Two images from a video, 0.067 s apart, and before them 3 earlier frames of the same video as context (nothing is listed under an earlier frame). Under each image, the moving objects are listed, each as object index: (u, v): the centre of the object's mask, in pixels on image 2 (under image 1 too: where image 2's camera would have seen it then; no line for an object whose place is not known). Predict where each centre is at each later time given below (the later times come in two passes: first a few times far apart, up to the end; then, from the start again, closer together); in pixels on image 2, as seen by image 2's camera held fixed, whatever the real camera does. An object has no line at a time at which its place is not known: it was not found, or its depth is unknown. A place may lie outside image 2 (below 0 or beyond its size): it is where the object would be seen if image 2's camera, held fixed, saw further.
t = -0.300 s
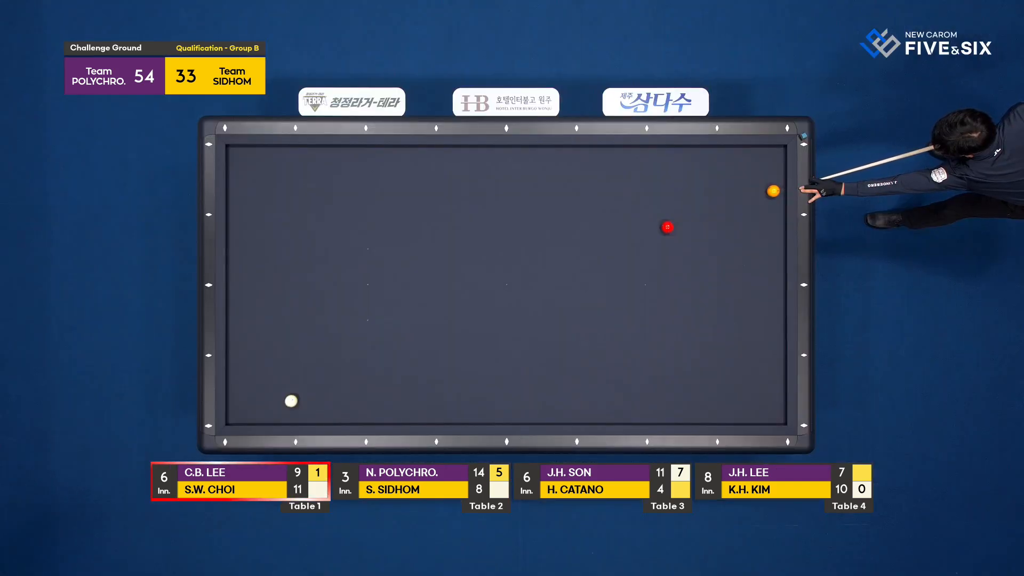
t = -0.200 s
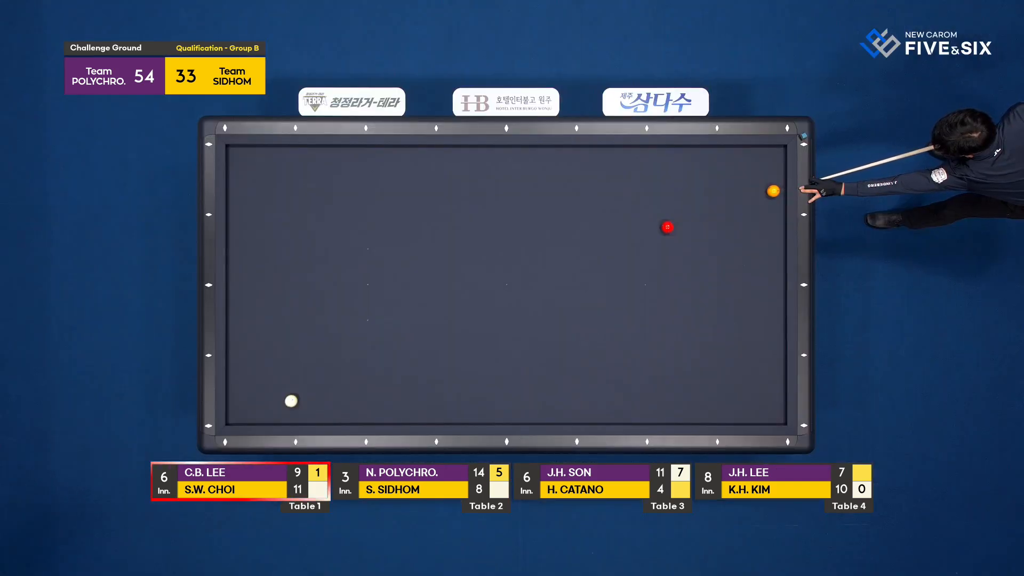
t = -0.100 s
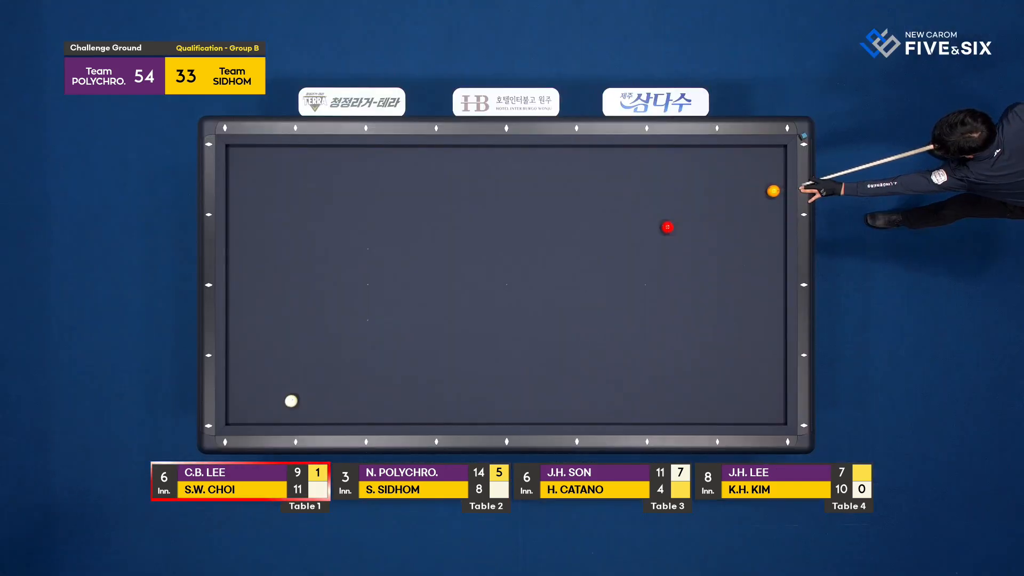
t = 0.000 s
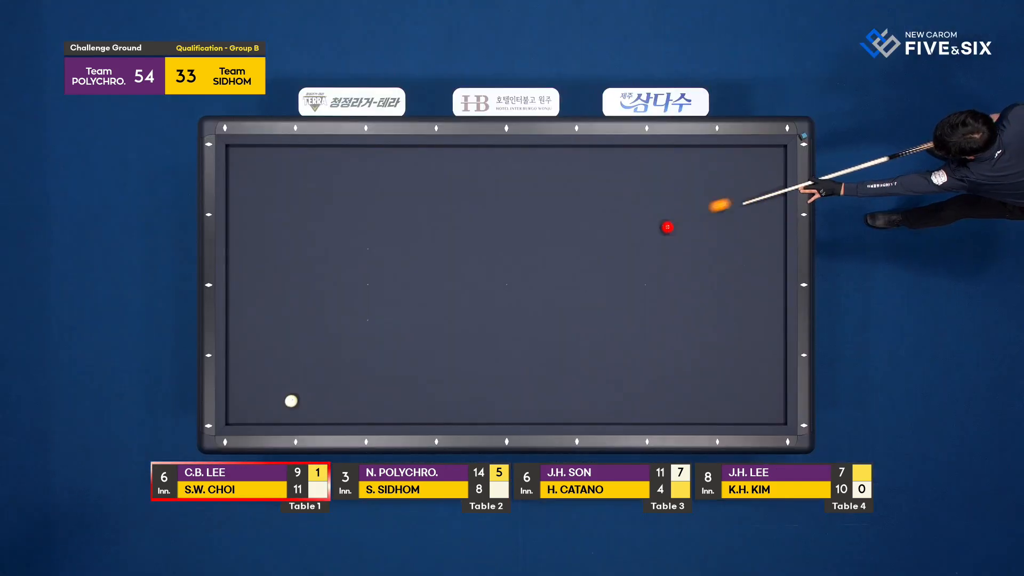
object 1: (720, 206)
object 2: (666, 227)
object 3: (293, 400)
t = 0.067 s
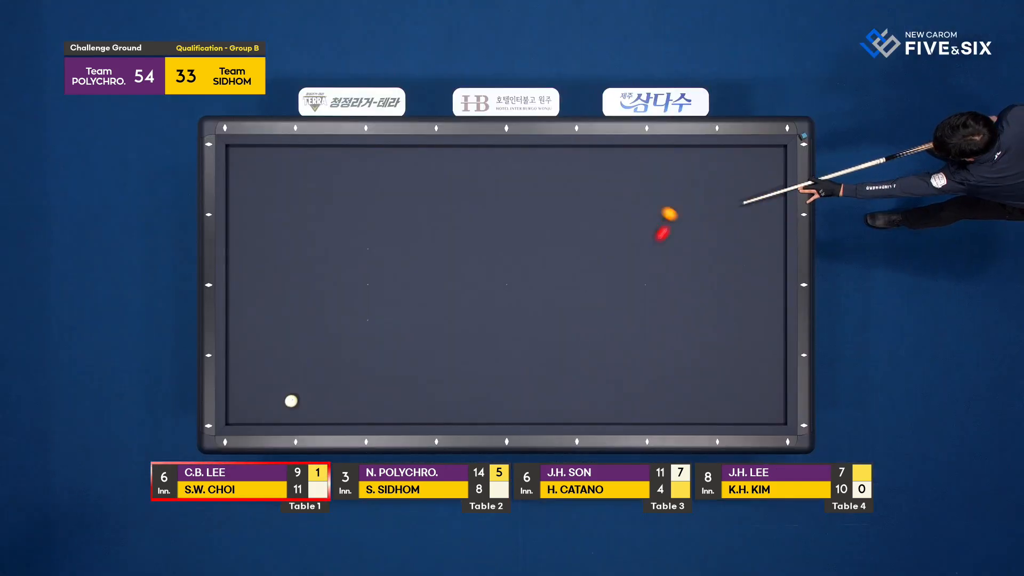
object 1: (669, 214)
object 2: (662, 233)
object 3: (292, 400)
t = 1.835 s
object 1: (454, 415)
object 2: (270, 180)
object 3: (292, 400)
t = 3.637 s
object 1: (739, 208)
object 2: (313, 299)
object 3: (292, 400)
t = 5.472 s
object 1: (536, 252)
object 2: (392, 386)
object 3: (292, 400)
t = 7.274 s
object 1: (365, 365)
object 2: (441, 404)
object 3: (292, 400)
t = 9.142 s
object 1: (266, 402)
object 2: (463, 385)
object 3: (272, 382)
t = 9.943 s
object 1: (251, 395)
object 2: (466, 382)
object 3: (262, 370)
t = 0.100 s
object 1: (655, 205)
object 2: (649, 250)
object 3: (292, 400)
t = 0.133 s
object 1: (641, 196)
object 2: (636, 267)
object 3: (292, 400)
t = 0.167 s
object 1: (627, 188)
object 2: (623, 283)
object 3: (292, 400)
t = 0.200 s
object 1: (612, 180)
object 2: (610, 299)
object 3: (292, 400)
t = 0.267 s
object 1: (584, 164)
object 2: (586, 329)
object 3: (292, 400)
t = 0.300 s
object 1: (569, 157)
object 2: (574, 344)
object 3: (292, 400)
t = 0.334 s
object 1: (554, 151)
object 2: (562, 359)
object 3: (292, 400)
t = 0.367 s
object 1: (540, 156)
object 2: (550, 373)
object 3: (292, 400)
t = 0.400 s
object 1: (524, 161)
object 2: (539, 387)
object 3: (292, 400)
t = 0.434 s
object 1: (509, 166)
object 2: (528, 401)
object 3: (292, 400)
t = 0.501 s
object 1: (479, 175)
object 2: (508, 414)
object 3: (292, 400)
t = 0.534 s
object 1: (464, 179)
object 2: (501, 403)
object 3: (292, 400)
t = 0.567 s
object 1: (449, 184)
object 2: (494, 393)
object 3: (292, 400)
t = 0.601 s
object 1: (433, 188)
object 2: (487, 383)
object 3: (292, 400)
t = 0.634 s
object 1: (418, 192)
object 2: (481, 373)
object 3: (292, 400)
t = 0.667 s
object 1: (403, 197)
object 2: (474, 364)
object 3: (292, 400)
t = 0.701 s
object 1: (388, 201)
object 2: (467, 355)
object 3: (292, 400)
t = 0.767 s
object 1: (358, 210)
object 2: (454, 338)
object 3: (292, 400)
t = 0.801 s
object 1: (342, 214)
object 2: (448, 331)
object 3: (292, 400)
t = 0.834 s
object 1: (327, 218)
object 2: (441, 323)
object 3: (292, 400)
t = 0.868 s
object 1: (312, 223)
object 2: (435, 316)
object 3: (292, 400)
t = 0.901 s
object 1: (297, 227)
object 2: (429, 308)
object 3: (292, 400)
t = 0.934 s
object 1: (282, 231)
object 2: (422, 301)
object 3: (292, 400)
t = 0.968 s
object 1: (267, 235)
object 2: (416, 294)
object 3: (292, 400)
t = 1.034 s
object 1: (237, 244)
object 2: (404, 279)
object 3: (292, 400)
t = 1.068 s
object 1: (237, 250)
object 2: (398, 272)
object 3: (292, 400)
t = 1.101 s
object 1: (250, 258)
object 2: (391, 265)
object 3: (292, 400)
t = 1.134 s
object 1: (262, 265)
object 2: (385, 258)
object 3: (292, 400)
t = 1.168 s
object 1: (274, 273)
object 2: (379, 251)
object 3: (292, 400)
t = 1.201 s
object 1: (286, 280)
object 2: (373, 244)
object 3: (292, 400)
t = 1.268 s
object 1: (308, 295)
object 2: (360, 229)
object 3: (292, 400)
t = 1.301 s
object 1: (318, 303)
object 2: (354, 222)
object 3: (292, 400)
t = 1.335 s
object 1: (329, 310)
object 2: (348, 215)
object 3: (292, 400)
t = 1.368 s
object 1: (339, 317)
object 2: (342, 208)
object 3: (292, 400)
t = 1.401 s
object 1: (348, 324)
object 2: (336, 201)
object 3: (292, 400)
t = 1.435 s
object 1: (357, 331)
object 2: (329, 193)
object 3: (292, 400)
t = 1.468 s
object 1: (366, 339)
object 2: (323, 187)
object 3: (292, 400)
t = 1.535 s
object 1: (383, 353)
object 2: (311, 172)
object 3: (292, 400)
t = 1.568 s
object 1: (391, 360)
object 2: (305, 165)
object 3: (292, 400)
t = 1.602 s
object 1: (399, 367)
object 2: (299, 158)
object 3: (292, 400)
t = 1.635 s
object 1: (407, 373)
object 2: (292, 151)
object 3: (292, 400)
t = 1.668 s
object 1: (415, 380)
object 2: (288, 155)
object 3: (292, 400)
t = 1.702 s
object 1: (423, 387)
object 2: (285, 161)
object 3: (292, 400)
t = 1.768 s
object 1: (438, 401)
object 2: (278, 171)
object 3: (292, 400)
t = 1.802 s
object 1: (446, 408)
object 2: (274, 176)
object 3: (292, 400)
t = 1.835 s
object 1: (454, 415)
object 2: (270, 180)
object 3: (292, 400)
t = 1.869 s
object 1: (462, 418)
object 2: (267, 184)
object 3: (292, 400)
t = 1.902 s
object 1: (469, 413)
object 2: (263, 188)
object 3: (292, 400)
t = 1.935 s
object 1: (477, 408)
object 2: (259, 191)
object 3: (292, 400)
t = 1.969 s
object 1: (484, 403)
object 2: (255, 194)
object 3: (292, 400)
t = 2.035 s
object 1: (499, 394)
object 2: (248, 201)
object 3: (292, 400)
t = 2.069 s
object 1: (507, 390)
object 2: (244, 204)
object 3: (292, 400)
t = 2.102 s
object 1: (514, 386)
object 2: (240, 207)
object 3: (292, 400)
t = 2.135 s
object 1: (522, 382)
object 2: (236, 211)
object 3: (292, 400)
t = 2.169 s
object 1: (529, 379)
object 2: (232, 214)
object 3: (292, 400)
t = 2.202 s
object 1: (537, 375)
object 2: (234, 216)
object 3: (292, 400)
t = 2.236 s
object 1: (544, 371)
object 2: (237, 218)
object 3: (292, 400)
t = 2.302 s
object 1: (559, 364)
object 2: (242, 222)
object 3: (292, 400)
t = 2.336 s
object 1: (566, 360)
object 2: (243, 224)
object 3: (292, 400)
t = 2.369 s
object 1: (573, 356)
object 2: (246, 226)
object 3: (292, 400)
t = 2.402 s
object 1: (581, 352)
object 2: (247, 228)
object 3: (292, 400)
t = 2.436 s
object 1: (588, 348)
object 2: (249, 230)
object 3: (292, 400)
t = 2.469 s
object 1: (596, 345)
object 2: (251, 232)
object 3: (292, 400)
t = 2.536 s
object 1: (610, 337)
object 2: (255, 236)
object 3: (292, 400)
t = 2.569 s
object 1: (617, 333)
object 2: (257, 238)
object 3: (292, 400)
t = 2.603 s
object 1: (625, 330)
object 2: (259, 240)
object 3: (292, 400)
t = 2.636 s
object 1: (632, 326)
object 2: (260, 242)
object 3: (292, 400)
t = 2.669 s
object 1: (639, 322)
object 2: (262, 244)
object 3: (292, 400)
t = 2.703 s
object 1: (646, 318)
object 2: (264, 246)
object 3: (292, 400)
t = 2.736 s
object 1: (654, 315)
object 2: (266, 248)
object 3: (292, 400)
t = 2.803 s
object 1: (668, 307)
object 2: (270, 252)
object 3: (292, 400)
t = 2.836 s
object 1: (675, 304)
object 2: (271, 254)
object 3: (292, 400)
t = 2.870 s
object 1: (683, 300)
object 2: (273, 256)
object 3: (292, 400)
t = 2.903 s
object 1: (690, 296)
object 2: (275, 258)
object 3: (292, 400)
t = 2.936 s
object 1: (697, 293)
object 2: (277, 260)
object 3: (292, 400)
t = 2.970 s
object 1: (704, 289)
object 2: (278, 262)
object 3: (292, 400)
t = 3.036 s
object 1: (719, 282)
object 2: (282, 266)
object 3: (292, 400)
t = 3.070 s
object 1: (726, 278)
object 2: (284, 268)
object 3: (292, 400)
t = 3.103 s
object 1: (733, 274)
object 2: (286, 270)
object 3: (292, 400)
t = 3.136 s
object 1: (740, 271)
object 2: (287, 272)
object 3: (292, 400)
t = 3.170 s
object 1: (747, 267)
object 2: (289, 274)
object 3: (292, 400)
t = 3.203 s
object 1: (754, 263)
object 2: (291, 275)
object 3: (292, 400)
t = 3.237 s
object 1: (761, 260)
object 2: (292, 277)
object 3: (292, 400)
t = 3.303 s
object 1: (776, 253)
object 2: (296, 281)
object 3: (292, 400)
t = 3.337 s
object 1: (780, 249)
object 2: (298, 283)
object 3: (292, 400)
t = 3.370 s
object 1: (774, 244)
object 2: (299, 285)
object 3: (292, 400)
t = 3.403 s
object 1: (769, 239)
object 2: (301, 287)
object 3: (292, 400)
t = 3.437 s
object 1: (764, 235)
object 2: (303, 288)
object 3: (292, 400)
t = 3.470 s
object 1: (759, 230)
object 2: (304, 290)
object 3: (292, 400)
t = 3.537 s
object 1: (750, 221)
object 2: (308, 294)
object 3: (292, 400)
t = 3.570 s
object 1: (747, 217)
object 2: (309, 295)
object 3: (292, 400)
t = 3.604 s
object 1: (743, 212)
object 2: (311, 297)
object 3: (292, 400)
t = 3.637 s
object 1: (739, 208)
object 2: (313, 299)
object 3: (292, 400)
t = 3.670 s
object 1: (735, 204)
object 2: (314, 301)
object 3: (292, 400)
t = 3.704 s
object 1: (731, 199)
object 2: (316, 303)
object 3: (292, 400)
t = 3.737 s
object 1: (727, 194)
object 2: (318, 304)
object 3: (292, 400)
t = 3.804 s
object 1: (720, 186)
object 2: (321, 308)
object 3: (292, 400)
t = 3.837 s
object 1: (716, 181)
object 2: (322, 309)
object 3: (292, 400)
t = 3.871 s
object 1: (712, 177)
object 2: (324, 311)
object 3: (292, 400)
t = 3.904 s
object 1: (708, 173)
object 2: (325, 313)
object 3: (292, 400)
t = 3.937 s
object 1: (704, 168)
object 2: (327, 315)
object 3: (292, 400)
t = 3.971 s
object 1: (701, 164)
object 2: (329, 316)
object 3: (292, 400)
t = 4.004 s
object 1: (697, 160)
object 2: (330, 318)
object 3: (292, 400)
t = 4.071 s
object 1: (690, 151)
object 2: (333, 321)
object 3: (292, 400)
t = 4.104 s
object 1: (685, 154)
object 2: (335, 323)
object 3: (292, 400)
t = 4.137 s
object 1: (682, 157)
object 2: (336, 325)
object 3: (292, 400)
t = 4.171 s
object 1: (678, 160)
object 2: (338, 326)
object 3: (292, 400)
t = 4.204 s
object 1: (674, 162)
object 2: (339, 328)
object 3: (292, 400)
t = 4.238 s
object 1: (670, 164)
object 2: (341, 330)
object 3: (292, 400)
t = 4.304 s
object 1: (662, 169)
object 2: (344, 333)
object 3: (292, 400)
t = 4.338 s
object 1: (659, 172)
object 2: (345, 335)
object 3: (292, 400)
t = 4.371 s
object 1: (655, 174)
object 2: (347, 337)
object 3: (292, 400)
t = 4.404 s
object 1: (651, 177)
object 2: (348, 338)
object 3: (292, 400)
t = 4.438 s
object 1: (647, 179)
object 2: (350, 339)
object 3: (292, 400)
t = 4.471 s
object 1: (643, 182)
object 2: (351, 341)
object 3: (292, 400)
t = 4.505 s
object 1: (640, 184)
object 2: (353, 343)
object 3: (292, 400)
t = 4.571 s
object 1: (632, 189)
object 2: (355, 346)
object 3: (292, 400)
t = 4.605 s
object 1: (629, 191)
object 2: (357, 347)
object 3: (292, 400)
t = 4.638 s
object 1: (625, 194)
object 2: (358, 349)
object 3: (292, 400)
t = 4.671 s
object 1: (621, 196)
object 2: (360, 351)
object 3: (292, 400)
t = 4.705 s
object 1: (618, 198)
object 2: (361, 352)
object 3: (292, 400)
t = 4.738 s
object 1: (614, 201)
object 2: (362, 354)
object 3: (292, 400)
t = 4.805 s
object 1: (607, 206)
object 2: (365, 357)
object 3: (292, 400)
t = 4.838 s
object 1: (603, 208)
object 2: (367, 358)
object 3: (292, 400)
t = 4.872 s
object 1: (599, 210)
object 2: (368, 360)
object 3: (292, 400)
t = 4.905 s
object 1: (596, 213)
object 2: (370, 361)
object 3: (292, 400)
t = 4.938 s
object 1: (592, 215)
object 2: (371, 363)
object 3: (292, 400)
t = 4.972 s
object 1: (589, 217)
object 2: (372, 364)
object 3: (292, 400)
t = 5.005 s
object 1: (585, 220)
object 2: (373, 366)
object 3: (292, 400)
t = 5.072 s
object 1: (578, 224)
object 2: (376, 369)
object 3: (292, 400)
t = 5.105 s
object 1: (575, 227)
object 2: (377, 370)
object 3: (292, 400)
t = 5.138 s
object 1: (571, 229)
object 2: (379, 372)
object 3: (292, 400)
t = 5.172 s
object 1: (568, 231)
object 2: (380, 373)
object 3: (292, 400)
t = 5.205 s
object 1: (564, 234)
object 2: (382, 375)
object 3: (292, 400)
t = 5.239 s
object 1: (560, 236)
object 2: (383, 376)
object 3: (292, 400)
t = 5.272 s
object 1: (557, 238)
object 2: (384, 378)
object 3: (292, 400)
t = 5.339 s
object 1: (550, 243)
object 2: (387, 380)
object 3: (292, 400)
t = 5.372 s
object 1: (546, 245)
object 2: (387, 382)
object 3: (292, 400)
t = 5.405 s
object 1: (543, 247)
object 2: (389, 383)
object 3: (292, 400)
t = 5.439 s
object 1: (540, 249)
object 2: (390, 385)
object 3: (292, 400)
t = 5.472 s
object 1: (536, 252)
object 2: (392, 386)
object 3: (292, 400)
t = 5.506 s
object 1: (533, 254)
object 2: (393, 387)
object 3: (292, 400)
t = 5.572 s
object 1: (526, 259)
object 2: (395, 390)
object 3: (292, 400)
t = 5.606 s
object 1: (523, 261)
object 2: (397, 392)
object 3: (292, 400)
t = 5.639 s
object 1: (519, 263)
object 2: (398, 393)
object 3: (292, 400)
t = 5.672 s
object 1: (516, 265)
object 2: (399, 394)
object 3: (292, 400)
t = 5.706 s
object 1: (512, 268)
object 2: (400, 396)
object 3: (292, 400)
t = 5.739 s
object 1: (509, 270)
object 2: (401, 397)
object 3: (292, 400)
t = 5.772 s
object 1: (506, 272)
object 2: (403, 398)
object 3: (292, 400)
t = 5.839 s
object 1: (499, 277)
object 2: (405, 401)
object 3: (292, 400)
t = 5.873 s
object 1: (496, 279)
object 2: (406, 402)
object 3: (292, 400)
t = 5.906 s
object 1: (493, 281)
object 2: (407, 404)
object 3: (292, 400)
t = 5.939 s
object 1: (489, 283)
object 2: (408, 405)
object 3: (292, 400)
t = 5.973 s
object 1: (486, 285)
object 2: (409, 406)
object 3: (292, 400)
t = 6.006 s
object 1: (483, 287)
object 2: (411, 407)
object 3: (292, 400)
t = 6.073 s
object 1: (476, 292)
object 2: (413, 410)
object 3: (292, 400)
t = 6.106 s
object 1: (473, 294)
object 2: (414, 411)
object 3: (292, 400)
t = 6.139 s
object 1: (469, 296)
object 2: (415, 413)
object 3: (292, 400)
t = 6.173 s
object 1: (466, 298)
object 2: (416, 414)
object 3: (292, 400)
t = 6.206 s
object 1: (463, 300)
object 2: (417, 415)
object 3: (292, 400)
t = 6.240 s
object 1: (460, 303)
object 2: (418, 416)
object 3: (292, 400)
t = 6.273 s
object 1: (457, 305)
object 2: (419, 417)
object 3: (292, 400)
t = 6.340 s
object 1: (450, 309)
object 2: (421, 419)
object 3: (292, 400)
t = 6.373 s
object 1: (447, 311)
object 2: (422, 418)
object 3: (292, 400)
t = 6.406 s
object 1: (444, 313)
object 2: (423, 418)
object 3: (292, 400)
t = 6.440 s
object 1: (441, 315)
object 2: (424, 417)
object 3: (292, 400)
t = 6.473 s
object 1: (437, 317)
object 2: (425, 417)
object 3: (292, 400)
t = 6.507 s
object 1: (434, 319)
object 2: (425, 416)
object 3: (292, 400)
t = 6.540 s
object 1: (431, 322)
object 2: (426, 415)
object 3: (292, 400)
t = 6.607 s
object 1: (425, 325)
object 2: (428, 414)
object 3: (292, 400)
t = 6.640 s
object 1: (422, 328)
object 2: (428, 413)
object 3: (292, 400)
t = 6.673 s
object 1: (419, 330)
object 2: (429, 413)
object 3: (292, 400)
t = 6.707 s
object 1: (416, 332)
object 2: (430, 412)
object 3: (292, 400)
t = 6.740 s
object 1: (413, 334)
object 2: (431, 411)
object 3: (292, 400)
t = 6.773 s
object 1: (410, 336)
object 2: (431, 411)
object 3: (292, 400)
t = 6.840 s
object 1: (403, 340)
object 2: (433, 410)
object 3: (292, 400)
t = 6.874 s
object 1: (400, 342)
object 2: (433, 409)
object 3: (292, 400)
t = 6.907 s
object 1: (397, 344)
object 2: (434, 409)
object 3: (292, 400)
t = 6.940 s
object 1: (394, 346)
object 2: (435, 408)
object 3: (292, 400)
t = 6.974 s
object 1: (391, 348)
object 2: (435, 408)
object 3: (292, 400)
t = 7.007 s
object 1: (388, 350)
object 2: (436, 407)
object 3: (292, 400)
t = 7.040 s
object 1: (385, 352)
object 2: (437, 407)
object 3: (292, 400)
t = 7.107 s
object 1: (379, 356)
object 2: (438, 406)
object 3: (292, 400)
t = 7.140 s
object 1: (377, 358)
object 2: (439, 405)
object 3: (292, 400)
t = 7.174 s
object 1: (373, 360)
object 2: (439, 405)
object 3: (292, 400)
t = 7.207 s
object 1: (370, 362)
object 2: (440, 404)
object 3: (292, 400)
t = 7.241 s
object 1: (368, 364)
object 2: (440, 404)
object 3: (292, 400)
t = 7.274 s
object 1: (365, 365)
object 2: (441, 404)
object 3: (292, 400)
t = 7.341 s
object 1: (359, 369)
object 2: (442, 402)
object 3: (292, 400)
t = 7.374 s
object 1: (356, 371)
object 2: (442, 402)
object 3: (292, 400)
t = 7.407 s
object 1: (353, 373)
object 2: (443, 401)
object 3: (292, 400)
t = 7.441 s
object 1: (350, 375)
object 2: (443, 401)
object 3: (292, 400)
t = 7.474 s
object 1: (347, 377)
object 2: (444, 401)
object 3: (292, 400)
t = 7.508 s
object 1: (344, 379)
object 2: (445, 400)
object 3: (292, 400)
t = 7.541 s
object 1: (341, 381)
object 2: (445, 400)
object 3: (292, 400)
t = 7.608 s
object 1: (336, 385)
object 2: (446, 399)
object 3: (292, 400)
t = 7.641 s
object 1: (333, 387)
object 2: (447, 399)
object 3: (292, 400)
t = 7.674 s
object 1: (330, 389)
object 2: (447, 398)
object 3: (292, 400)
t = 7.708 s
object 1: (327, 390)
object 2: (448, 398)
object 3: (292, 400)
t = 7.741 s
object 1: (324, 392)
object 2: (449, 397)
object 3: (292, 400)
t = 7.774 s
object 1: (321, 394)
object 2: (449, 397)
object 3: (292, 400)
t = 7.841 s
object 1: (316, 398)
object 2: (450, 396)
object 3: (292, 400)
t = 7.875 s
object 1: (313, 400)
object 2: (450, 396)
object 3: (292, 400)
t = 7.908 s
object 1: (310, 402)
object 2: (451, 395)
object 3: (292, 400)
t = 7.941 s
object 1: (307, 403)
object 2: (451, 395)
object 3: (292, 400)
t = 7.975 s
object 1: (305, 405)
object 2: (452, 395)
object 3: (292, 400)
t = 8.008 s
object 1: (302, 407)
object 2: (452, 394)
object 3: (292, 400)
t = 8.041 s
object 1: (300, 409)
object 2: (453, 394)
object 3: (291, 400)
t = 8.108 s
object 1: (297, 414)
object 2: (453, 393)
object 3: (290, 399)
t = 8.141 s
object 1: (294, 416)
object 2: (454, 393)
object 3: (289, 399)
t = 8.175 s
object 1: (293, 419)
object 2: (454, 393)
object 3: (288, 398)
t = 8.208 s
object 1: (292, 419)
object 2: (454, 392)
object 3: (288, 398)
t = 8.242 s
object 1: (290, 417)
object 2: (455, 392)
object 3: (287, 398)
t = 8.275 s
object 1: (289, 416)
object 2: (455, 392)
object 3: (287, 397)
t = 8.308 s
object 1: (289, 415)
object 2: (456, 391)
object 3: (286, 397)
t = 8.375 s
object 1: (287, 412)
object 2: (456, 391)
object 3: (285, 397)
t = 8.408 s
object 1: (285, 411)
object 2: (457, 390)
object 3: (284, 396)
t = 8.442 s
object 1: (284, 410)
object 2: (457, 390)
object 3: (284, 396)
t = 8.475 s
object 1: (284, 409)
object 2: (457, 390)
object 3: (283, 396)
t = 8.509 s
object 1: (282, 408)
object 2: (458, 389)
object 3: (282, 395)
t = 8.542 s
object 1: (281, 408)
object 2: (458, 389)
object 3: (282, 394)
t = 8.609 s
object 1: (280, 407)
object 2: (458, 388)
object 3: (281, 393)
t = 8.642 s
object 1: (279, 407)
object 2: (459, 388)
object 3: (280, 392)
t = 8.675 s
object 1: (278, 406)
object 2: (459, 388)
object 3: (280, 392)
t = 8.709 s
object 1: (277, 406)
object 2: (459, 387)
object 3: (279, 391)
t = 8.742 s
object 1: (276, 405)
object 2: (459, 387)
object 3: (278, 391)
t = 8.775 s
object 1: (275, 405)
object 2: (460, 387)
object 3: (278, 390)
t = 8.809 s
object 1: (274, 405)
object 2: (460, 387)
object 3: (277, 389)
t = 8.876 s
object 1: (273, 404)
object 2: (460, 386)
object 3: (276, 388)
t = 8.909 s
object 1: (272, 404)
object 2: (461, 386)
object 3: (276, 387)
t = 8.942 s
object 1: (271, 404)
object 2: (461, 386)
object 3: (275, 386)
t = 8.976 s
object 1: (271, 403)
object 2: (461, 386)
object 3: (275, 386)
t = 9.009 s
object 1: (270, 403)
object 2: (461, 386)
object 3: (274, 385)
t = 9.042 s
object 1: (269, 403)
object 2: (462, 385)
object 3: (274, 384)
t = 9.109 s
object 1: (267, 402)
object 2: (462, 385)
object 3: (273, 383)
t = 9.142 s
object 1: (266, 402)
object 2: (463, 385)
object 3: (272, 382)
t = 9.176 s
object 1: (266, 401)
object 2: (463, 385)
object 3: (272, 382)
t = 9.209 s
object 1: (265, 401)
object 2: (463, 384)
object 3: (271, 381)
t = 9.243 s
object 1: (264, 401)
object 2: (463, 384)
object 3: (271, 380)
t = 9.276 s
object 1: (264, 400)
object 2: (463, 384)
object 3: (270, 380)
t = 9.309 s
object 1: (263, 400)
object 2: (464, 384)
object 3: (270, 379)
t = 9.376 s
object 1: (261, 400)
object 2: (464, 383)
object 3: (269, 378)
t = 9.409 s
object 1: (261, 399)
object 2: (464, 383)
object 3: (269, 378)
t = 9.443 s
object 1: (260, 399)
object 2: (464, 383)
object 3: (268, 377)
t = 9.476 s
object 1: (259, 399)
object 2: (465, 383)
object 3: (268, 377)
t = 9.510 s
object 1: (259, 398)
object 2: (465, 383)
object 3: (267, 376)
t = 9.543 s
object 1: (258, 398)
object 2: (465, 383)
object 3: (267, 376)
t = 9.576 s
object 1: (257, 398)
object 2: (465, 383)
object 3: (267, 375)
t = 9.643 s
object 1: (256, 398)
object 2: (465, 382)
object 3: (266, 374)
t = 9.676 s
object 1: (255, 397)
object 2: (465, 382)
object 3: (265, 374)
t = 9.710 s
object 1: (255, 397)
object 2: (465, 382)
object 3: (265, 373)
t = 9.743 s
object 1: (254, 397)
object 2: (465, 382)
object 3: (265, 373)
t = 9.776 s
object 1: (254, 397)
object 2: (466, 382)
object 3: (264, 372)
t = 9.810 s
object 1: (253, 396)
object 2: (466, 382)
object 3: (264, 372)
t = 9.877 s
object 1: (252, 396)
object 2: (466, 382)
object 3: (263, 371)
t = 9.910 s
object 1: (251, 396)
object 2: (466, 382)
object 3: (263, 370)
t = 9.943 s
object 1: (251, 395)
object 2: (466, 382)
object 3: (262, 370)
